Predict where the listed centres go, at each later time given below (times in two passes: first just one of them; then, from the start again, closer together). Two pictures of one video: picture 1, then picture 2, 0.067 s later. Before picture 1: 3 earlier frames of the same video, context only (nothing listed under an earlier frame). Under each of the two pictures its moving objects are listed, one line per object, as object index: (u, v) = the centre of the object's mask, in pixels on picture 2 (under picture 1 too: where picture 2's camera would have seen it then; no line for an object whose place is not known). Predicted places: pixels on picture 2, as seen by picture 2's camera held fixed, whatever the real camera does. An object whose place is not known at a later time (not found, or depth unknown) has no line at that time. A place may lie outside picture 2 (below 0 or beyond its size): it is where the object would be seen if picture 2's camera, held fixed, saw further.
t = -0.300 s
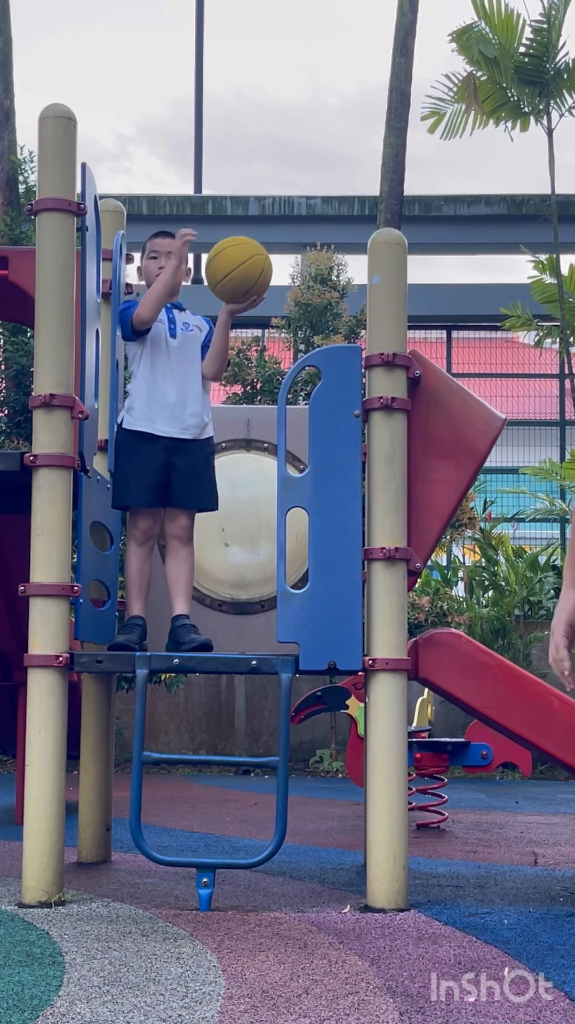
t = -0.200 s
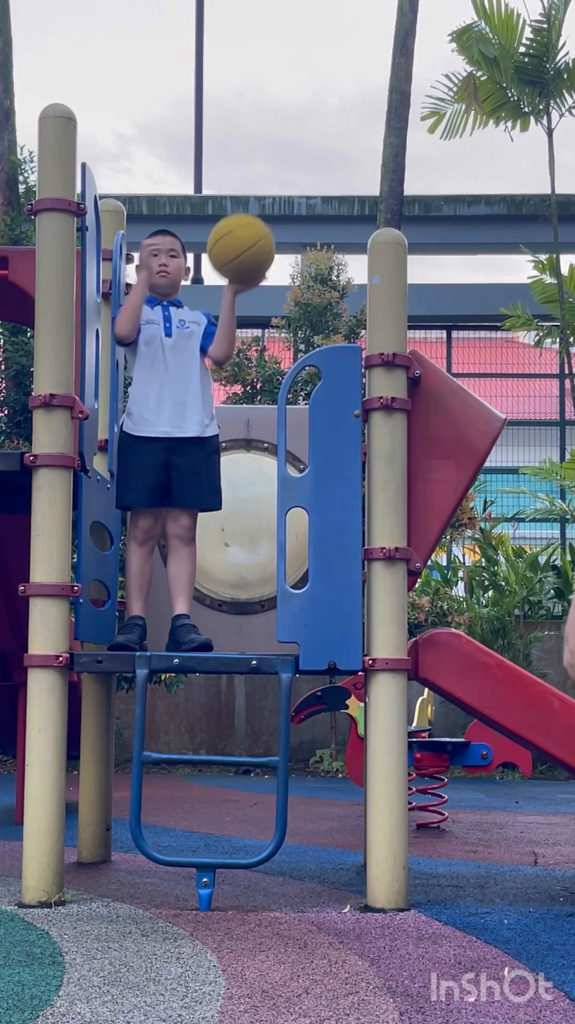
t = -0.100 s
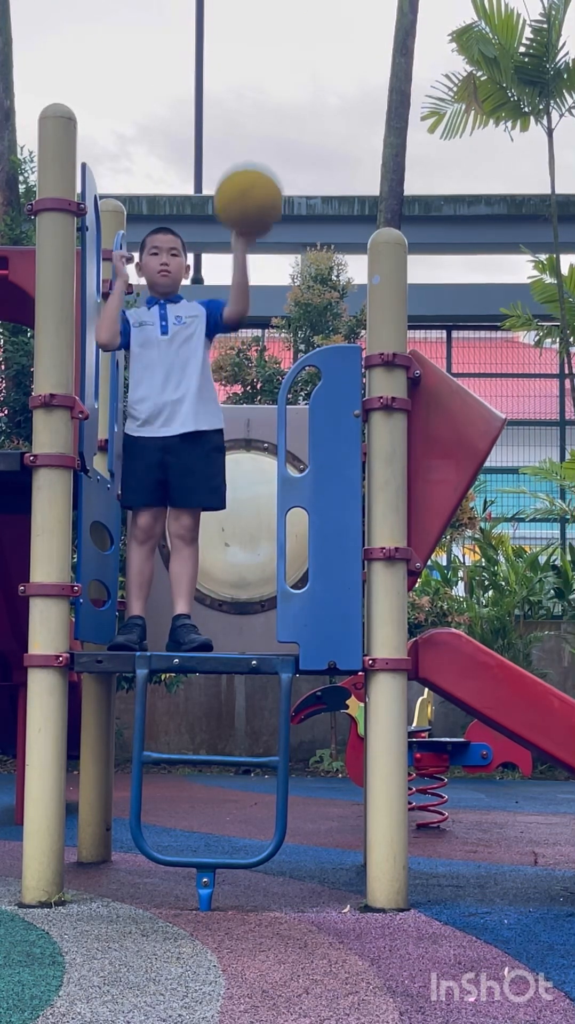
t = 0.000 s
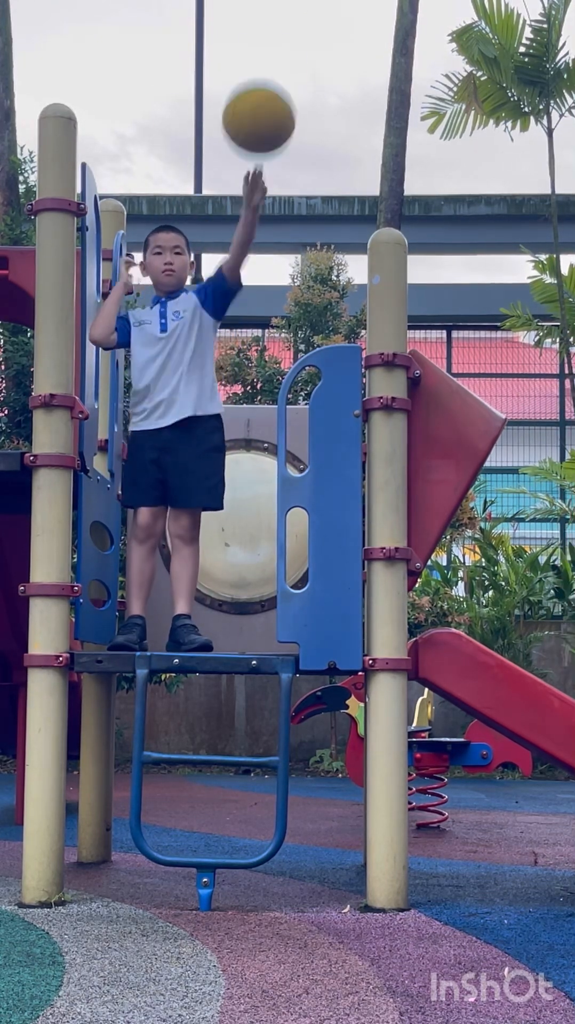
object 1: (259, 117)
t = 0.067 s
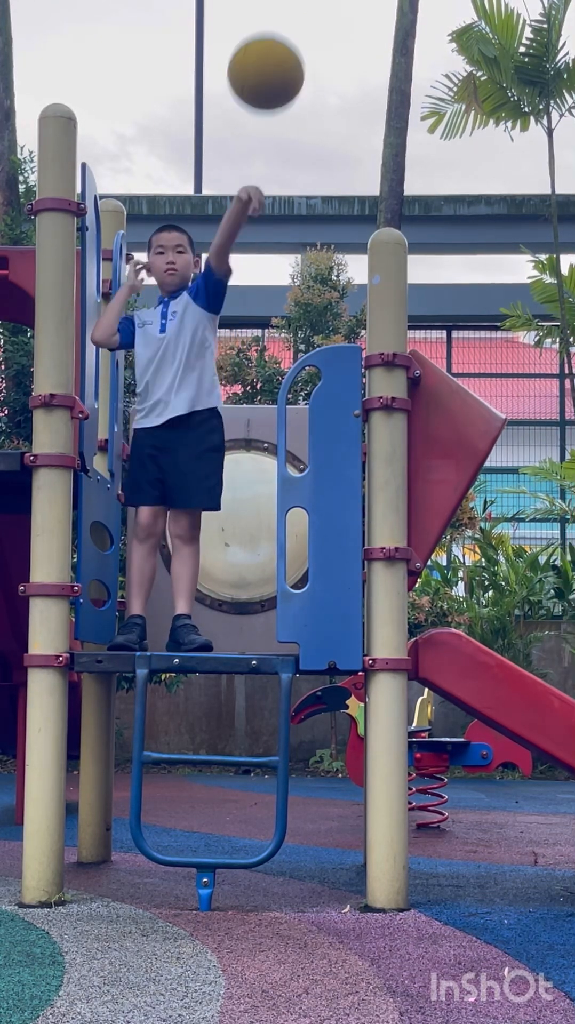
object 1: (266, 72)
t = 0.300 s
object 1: (295, 26)
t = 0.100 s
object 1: (270, 54)
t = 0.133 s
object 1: (273, 38)
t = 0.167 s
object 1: (277, 31)
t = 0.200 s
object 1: (282, 26)
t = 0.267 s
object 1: (290, 24)
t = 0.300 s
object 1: (295, 26)
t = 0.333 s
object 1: (300, 29)
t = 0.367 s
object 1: (305, 36)
